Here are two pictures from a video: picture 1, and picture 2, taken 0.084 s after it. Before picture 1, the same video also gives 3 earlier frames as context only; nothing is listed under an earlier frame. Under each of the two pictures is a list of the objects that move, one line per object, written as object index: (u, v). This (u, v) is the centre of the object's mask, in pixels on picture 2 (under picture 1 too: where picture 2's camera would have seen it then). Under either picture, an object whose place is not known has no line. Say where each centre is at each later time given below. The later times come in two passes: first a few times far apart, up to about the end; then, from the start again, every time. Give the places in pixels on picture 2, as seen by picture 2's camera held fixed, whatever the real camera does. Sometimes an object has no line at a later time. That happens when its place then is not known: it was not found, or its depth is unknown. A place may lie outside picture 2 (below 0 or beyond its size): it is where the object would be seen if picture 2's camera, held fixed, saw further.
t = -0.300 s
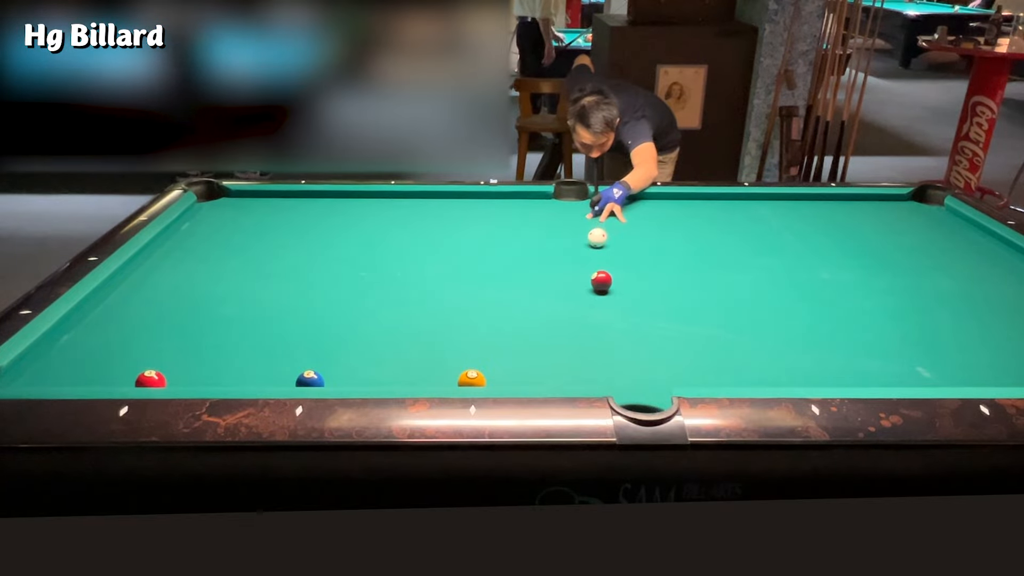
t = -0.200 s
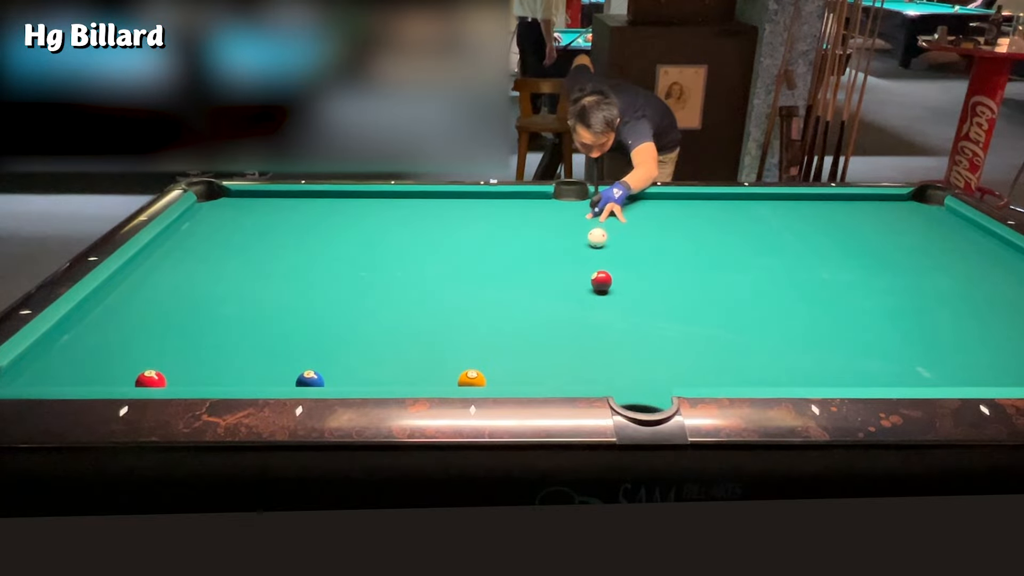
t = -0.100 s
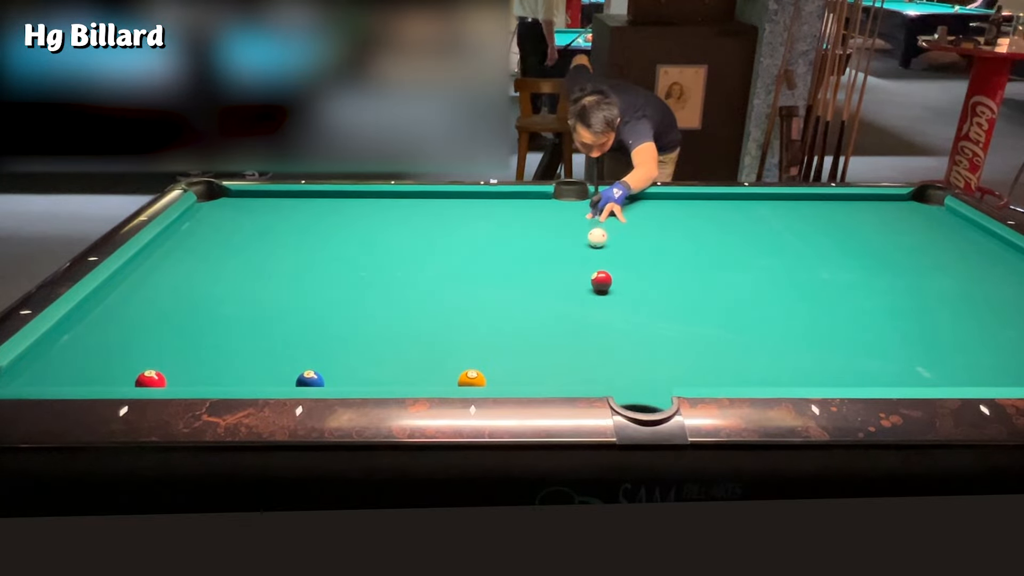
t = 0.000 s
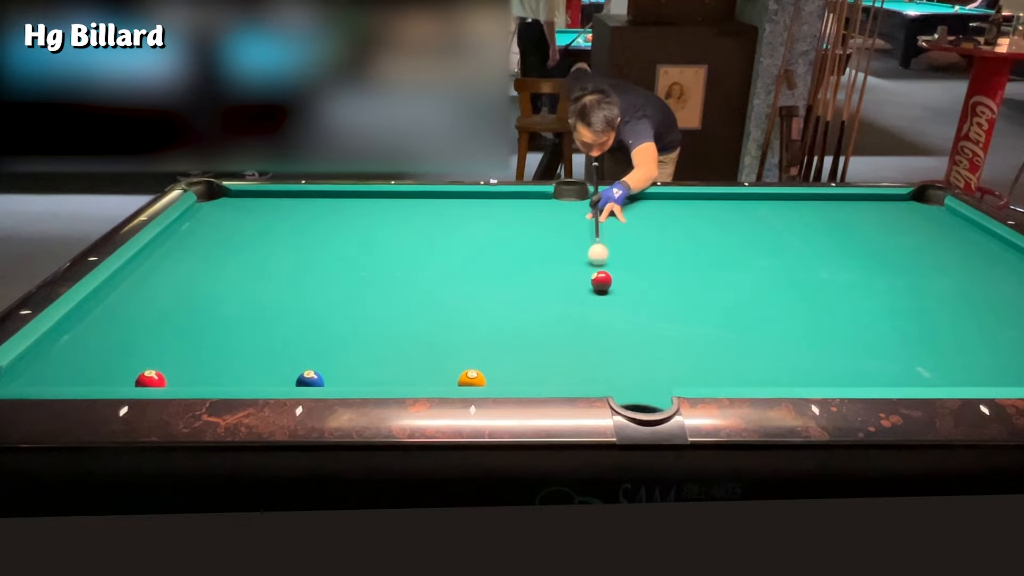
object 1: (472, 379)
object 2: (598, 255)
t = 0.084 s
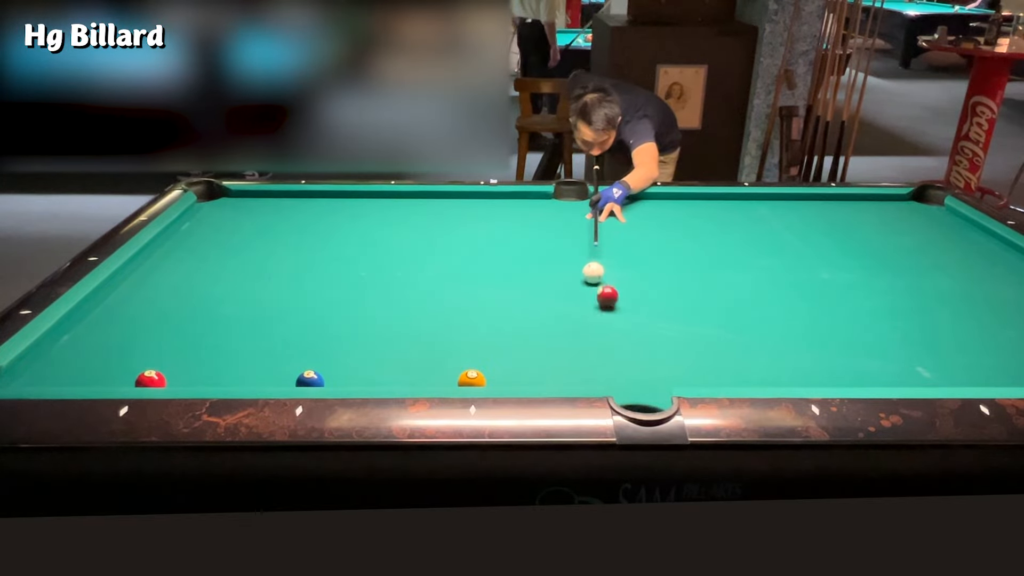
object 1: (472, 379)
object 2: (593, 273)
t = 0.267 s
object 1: (472, 379)
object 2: (571, 282)
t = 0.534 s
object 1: (472, 379)
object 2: (539, 312)
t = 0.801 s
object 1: (472, 379)
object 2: (503, 345)
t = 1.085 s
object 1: (469, 378)
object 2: (467, 360)
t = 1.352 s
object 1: (463, 375)
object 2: (442, 350)
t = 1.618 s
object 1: (459, 373)
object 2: (422, 340)
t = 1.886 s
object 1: (457, 372)
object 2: (404, 331)
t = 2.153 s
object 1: (456, 372)
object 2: (390, 323)
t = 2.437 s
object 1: (456, 372)
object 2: (376, 316)
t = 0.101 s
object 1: (472, 379)
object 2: (591, 274)
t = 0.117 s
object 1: (472, 379)
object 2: (589, 274)
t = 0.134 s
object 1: (472, 379)
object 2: (586, 275)
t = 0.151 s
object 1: (472, 379)
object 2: (584, 275)
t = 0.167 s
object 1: (472, 379)
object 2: (582, 276)
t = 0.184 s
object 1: (472, 379)
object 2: (580, 277)
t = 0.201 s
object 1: (472, 379)
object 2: (578, 278)
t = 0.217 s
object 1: (472, 379)
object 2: (577, 279)
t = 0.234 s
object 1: (472, 379)
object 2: (574, 280)
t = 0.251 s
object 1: (472, 379)
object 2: (572, 281)
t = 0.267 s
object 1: (472, 379)
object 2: (571, 282)
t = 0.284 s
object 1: (472, 379)
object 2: (569, 284)
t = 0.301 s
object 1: (472, 379)
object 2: (567, 286)
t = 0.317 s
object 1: (472, 379)
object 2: (565, 287)
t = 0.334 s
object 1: (472, 379)
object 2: (563, 289)
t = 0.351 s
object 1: (472, 379)
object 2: (561, 291)
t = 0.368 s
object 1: (472, 379)
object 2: (559, 293)
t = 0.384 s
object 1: (472, 379)
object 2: (557, 294)
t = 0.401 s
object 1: (472, 379)
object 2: (555, 296)
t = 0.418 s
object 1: (472, 379)
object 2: (553, 298)
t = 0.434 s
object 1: (472, 379)
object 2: (551, 300)
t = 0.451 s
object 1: (472, 379)
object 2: (549, 302)
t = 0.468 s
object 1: (472, 379)
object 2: (547, 303)
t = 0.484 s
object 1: (472, 379)
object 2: (545, 306)
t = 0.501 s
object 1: (472, 379)
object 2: (543, 308)
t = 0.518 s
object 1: (472, 379)
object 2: (541, 309)
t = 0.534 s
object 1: (472, 379)
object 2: (539, 312)
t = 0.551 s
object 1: (472, 379)
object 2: (537, 314)
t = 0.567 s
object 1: (472, 379)
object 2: (535, 315)
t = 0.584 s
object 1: (472, 379)
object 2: (533, 318)
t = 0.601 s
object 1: (472, 379)
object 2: (530, 319)
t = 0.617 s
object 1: (472, 379)
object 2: (528, 321)
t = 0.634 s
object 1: (472, 379)
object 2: (526, 324)
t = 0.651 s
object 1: (472, 379)
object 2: (524, 326)
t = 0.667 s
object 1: (472, 379)
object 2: (522, 328)
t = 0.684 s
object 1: (472, 379)
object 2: (520, 330)
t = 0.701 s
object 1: (472, 379)
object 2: (517, 331)
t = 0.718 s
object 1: (472, 379)
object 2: (515, 334)
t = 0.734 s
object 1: (472, 379)
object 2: (513, 336)
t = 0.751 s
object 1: (472, 379)
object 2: (511, 338)
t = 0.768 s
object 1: (472, 379)
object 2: (508, 341)
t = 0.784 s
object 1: (472, 379)
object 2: (506, 343)
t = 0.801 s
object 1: (472, 379)
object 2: (503, 345)
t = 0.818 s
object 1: (472, 379)
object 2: (501, 348)
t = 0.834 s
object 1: (472, 379)
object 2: (498, 350)
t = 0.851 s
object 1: (472, 379)
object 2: (496, 352)
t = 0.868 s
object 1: (472, 379)
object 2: (494, 355)
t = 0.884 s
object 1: (472, 379)
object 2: (491, 357)
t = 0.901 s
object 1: (472, 379)
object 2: (489, 359)
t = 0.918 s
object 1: (472, 379)
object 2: (487, 361)
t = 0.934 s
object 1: (472, 379)
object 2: (485, 362)
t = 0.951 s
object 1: (472, 379)
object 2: (482, 363)
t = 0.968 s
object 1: (472, 379)
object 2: (480, 364)
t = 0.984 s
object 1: (472, 379)
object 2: (477, 365)
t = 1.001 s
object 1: (472, 379)
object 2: (475, 364)
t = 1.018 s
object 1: (471, 378)
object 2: (474, 363)
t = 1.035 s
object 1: (470, 378)
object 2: (472, 362)
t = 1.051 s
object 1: (470, 378)
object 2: (470, 361)
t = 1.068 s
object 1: (469, 378)
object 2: (468, 360)
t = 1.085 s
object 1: (469, 378)
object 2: (467, 360)
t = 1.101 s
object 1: (469, 378)
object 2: (465, 359)
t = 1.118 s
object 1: (468, 377)
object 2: (463, 359)
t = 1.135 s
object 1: (468, 377)
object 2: (460, 358)
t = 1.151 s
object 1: (467, 377)
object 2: (459, 357)
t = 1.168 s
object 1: (467, 377)
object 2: (457, 357)
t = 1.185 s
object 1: (467, 377)
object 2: (456, 357)
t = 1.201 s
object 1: (466, 377)
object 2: (454, 356)
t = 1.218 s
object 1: (466, 377)
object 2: (453, 355)
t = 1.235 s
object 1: (466, 376)
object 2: (451, 355)
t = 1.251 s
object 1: (465, 376)
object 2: (450, 354)
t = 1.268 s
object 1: (465, 376)
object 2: (449, 354)
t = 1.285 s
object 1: (465, 376)
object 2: (447, 353)
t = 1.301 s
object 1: (464, 376)
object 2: (446, 352)
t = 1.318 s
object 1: (464, 375)
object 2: (445, 352)
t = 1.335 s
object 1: (464, 375)
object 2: (443, 351)
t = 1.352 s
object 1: (463, 375)
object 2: (442, 350)
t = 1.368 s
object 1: (463, 375)
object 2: (441, 350)
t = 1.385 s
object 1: (463, 375)
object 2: (439, 349)
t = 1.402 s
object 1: (462, 375)
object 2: (438, 348)
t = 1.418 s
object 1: (462, 375)
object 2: (436, 348)
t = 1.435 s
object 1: (462, 374)
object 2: (435, 347)
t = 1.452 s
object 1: (462, 374)
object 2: (434, 346)
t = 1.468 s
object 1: (461, 374)
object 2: (433, 345)
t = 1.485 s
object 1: (461, 374)
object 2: (432, 345)
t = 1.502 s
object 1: (461, 374)
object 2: (430, 344)
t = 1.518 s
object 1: (461, 374)
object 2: (429, 344)
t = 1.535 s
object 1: (460, 374)
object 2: (428, 343)
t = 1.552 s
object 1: (460, 374)
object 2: (427, 342)
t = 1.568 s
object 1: (460, 373)
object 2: (425, 342)
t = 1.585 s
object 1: (460, 373)
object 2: (424, 341)
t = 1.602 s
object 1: (459, 373)
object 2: (423, 340)
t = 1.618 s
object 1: (459, 373)
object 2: (422, 340)
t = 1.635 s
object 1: (459, 373)
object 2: (421, 339)
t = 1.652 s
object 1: (459, 373)
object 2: (420, 338)
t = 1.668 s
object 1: (459, 373)
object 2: (418, 338)
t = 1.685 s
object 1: (458, 373)
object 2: (417, 337)
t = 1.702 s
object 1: (458, 373)
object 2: (416, 337)
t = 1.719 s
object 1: (458, 373)
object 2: (415, 336)
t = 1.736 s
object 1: (458, 373)
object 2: (414, 336)
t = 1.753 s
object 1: (458, 373)
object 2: (413, 335)
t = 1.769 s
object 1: (458, 373)
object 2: (412, 335)
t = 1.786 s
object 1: (458, 372)
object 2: (411, 334)
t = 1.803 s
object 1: (458, 373)
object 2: (410, 333)
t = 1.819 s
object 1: (457, 372)
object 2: (409, 332)
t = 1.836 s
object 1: (457, 372)
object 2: (408, 332)
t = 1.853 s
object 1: (457, 372)
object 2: (407, 332)
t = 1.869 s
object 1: (457, 372)
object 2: (406, 331)
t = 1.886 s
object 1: (457, 372)
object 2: (404, 331)
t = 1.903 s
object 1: (457, 372)
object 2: (404, 330)
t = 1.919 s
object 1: (457, 372)
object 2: (403, 330)
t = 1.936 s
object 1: (457, 372)
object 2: (402, 329)
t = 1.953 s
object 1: (457, 372)
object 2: (401, 329)
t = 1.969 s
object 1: (457, 372)
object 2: (400, 328)
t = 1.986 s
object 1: (456, 372)
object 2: (399, 328)
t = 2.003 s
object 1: (456, 372)
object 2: (398, 327)
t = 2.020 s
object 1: (456, 372)
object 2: (397, 327)
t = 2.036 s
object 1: (456, 372)
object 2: (396, 326)
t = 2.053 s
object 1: (456, 372)
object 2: (395, 325)
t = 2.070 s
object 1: (456, 372)
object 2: (394, 325)
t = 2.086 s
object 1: (456, 372)
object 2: (393, 325)
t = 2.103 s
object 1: (456, 372)
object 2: (392, 324)
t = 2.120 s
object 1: (456, 372)
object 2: (391, 324)
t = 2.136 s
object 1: (456, 372)
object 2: (391, 323)
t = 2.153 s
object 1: (456, 372)
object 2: (390, 323)
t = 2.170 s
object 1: (456, 372)
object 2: (389, 323)
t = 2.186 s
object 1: (456, 372)
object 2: (388, 322)
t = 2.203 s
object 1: (456, 372)
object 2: (387, 322)
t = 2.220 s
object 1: (456, 372)
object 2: (386, 321)
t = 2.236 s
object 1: (456, 372)
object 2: (385, 321)
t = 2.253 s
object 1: (456, 372)
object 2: (385, 320)
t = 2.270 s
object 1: (456, 372)
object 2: (384, 320)
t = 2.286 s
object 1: (456, 372)
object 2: (383, 320)
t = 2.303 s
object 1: (456, 372)
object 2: (383, 319)
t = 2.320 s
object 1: (456, 372)
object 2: (382, 319)
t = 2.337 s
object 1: (456, 372)
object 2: (381, 318)
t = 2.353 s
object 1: (456, 372)
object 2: (380, 318)
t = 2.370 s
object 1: (456, 372)
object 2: (379, 318)
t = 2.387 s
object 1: (456, 372)
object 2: (379, 317)
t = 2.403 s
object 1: (456, 372)
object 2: (378, 317)
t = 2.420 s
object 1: (456, 372)
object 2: (377, 317)
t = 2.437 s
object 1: (456, 372)
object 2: (376, 316)
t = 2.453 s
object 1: (456, 372)
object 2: (376, 316)
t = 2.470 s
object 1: (456, 372)
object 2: (375, 315)
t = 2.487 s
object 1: (456, 372)
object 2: (374, 315)
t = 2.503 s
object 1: (456, 372)
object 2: (374, 315)
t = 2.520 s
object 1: (456, 372)
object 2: (373, 314)
